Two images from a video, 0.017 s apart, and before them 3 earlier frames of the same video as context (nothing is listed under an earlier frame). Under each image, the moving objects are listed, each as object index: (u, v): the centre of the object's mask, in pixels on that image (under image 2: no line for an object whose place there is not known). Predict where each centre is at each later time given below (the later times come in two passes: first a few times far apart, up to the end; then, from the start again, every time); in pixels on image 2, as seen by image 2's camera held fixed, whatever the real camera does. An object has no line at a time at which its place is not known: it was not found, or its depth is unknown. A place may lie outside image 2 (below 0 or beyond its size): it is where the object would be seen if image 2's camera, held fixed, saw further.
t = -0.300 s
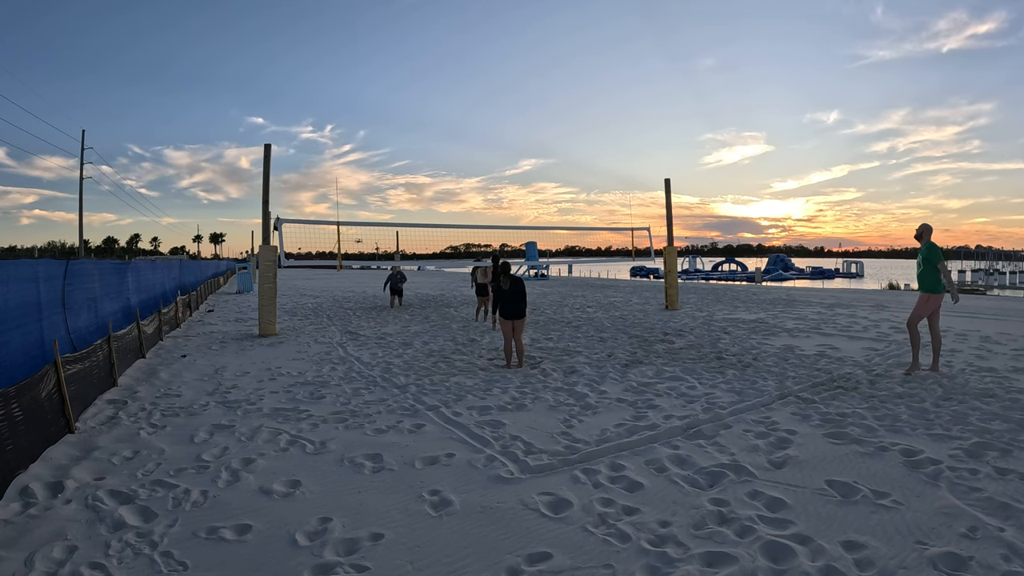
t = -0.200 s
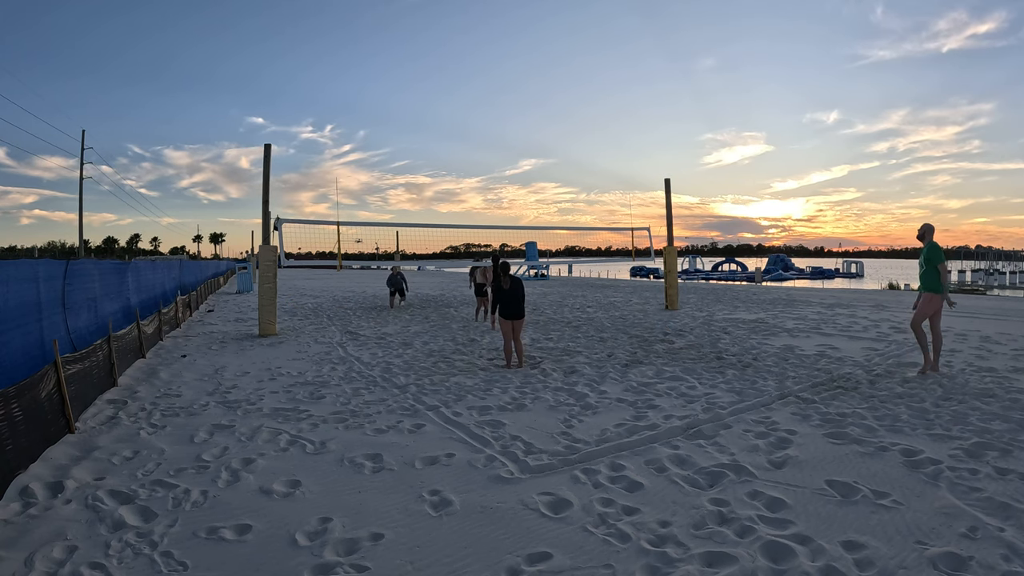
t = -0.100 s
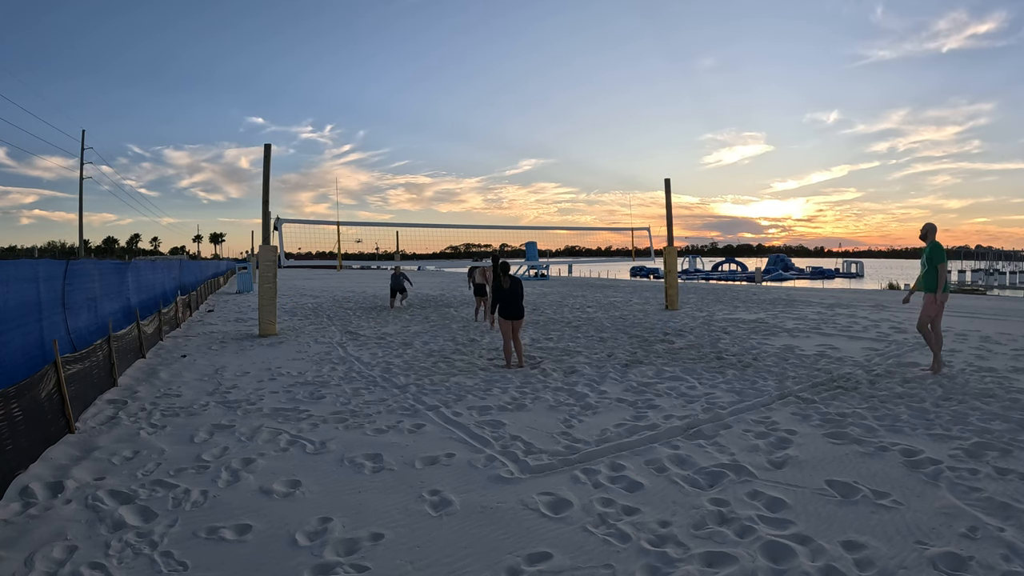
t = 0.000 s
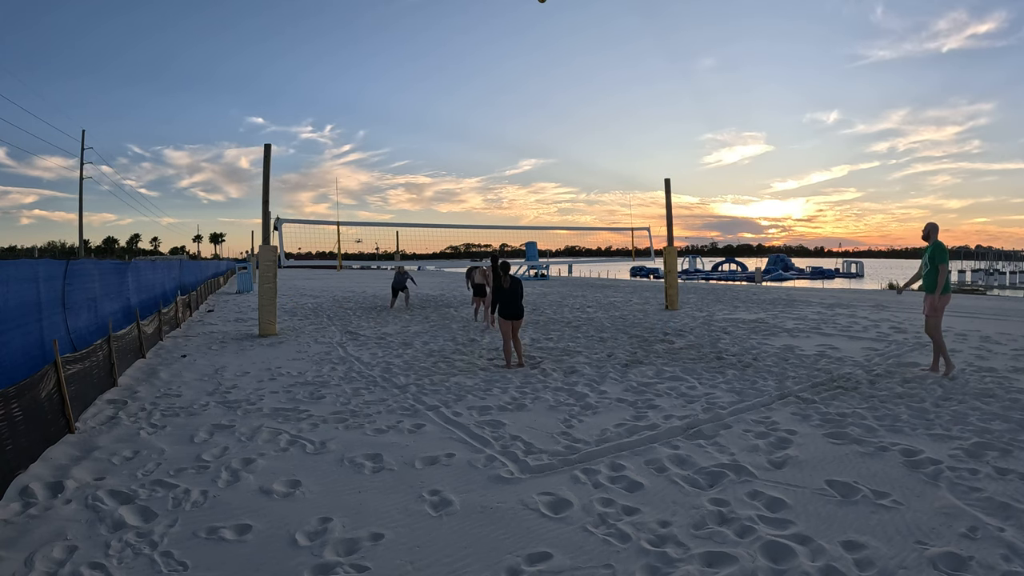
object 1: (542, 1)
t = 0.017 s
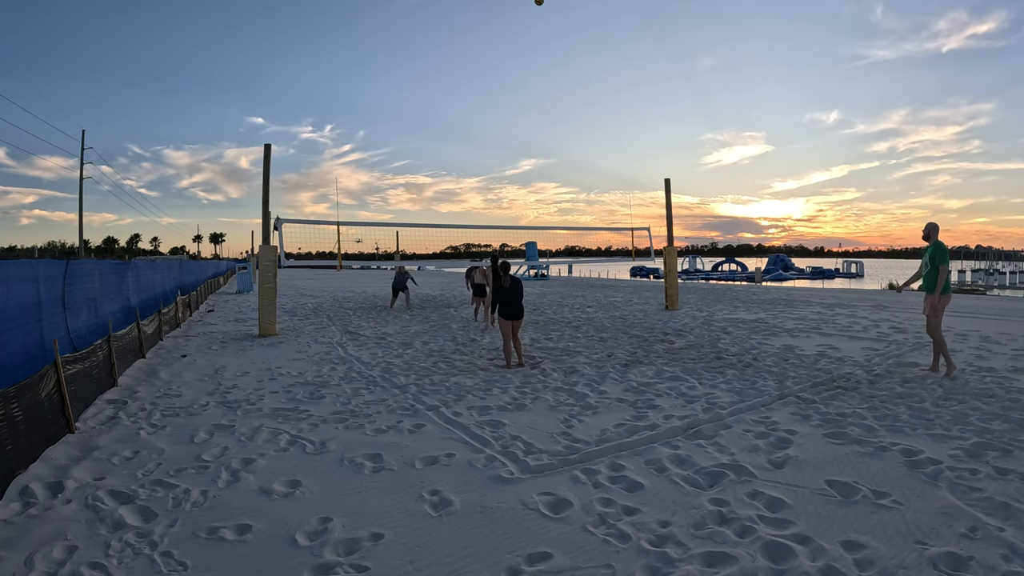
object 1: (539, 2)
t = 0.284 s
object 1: (494, 57)
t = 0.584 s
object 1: (451, 139)
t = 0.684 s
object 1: (438, 171)
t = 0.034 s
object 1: (536, 4)
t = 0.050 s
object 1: (533, 7)
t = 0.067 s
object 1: (530, 10)
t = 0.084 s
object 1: (527, 13)
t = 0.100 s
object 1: (524, 16)
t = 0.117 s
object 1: (521, 19)
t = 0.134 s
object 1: (518, 23)
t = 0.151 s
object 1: (515, 26)
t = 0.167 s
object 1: (513, 30)
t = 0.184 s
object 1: (510, 33)
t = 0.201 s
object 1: (507, 37)
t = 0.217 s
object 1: (504, 41)
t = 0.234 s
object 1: (502, 45)
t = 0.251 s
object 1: (499, 48)
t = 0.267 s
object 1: (497, 52)
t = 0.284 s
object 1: (494, 57)
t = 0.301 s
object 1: (491, 61)
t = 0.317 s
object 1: (489, 65)
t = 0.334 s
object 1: (486, 69)
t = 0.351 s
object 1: (484, 73)
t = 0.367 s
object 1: (481, 77)
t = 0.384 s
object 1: (479, 82)
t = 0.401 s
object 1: (476, 86)
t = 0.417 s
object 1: (474, 91)
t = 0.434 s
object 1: (472, 96)
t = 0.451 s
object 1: (469, 100)
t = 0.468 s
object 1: (467, 105)
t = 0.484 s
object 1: (464, 110)
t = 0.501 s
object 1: (462, 114)
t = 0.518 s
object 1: (460, 119)
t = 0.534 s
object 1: (458, 124)
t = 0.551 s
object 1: (455, 129)
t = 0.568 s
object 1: (453, 134)
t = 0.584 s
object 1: (451, 139)
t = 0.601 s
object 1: (449, 144)
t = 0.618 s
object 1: (446, 149)
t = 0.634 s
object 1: (445, 155)
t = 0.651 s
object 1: (442, 160)
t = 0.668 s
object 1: (440, 165)
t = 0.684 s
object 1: (438, 171)
